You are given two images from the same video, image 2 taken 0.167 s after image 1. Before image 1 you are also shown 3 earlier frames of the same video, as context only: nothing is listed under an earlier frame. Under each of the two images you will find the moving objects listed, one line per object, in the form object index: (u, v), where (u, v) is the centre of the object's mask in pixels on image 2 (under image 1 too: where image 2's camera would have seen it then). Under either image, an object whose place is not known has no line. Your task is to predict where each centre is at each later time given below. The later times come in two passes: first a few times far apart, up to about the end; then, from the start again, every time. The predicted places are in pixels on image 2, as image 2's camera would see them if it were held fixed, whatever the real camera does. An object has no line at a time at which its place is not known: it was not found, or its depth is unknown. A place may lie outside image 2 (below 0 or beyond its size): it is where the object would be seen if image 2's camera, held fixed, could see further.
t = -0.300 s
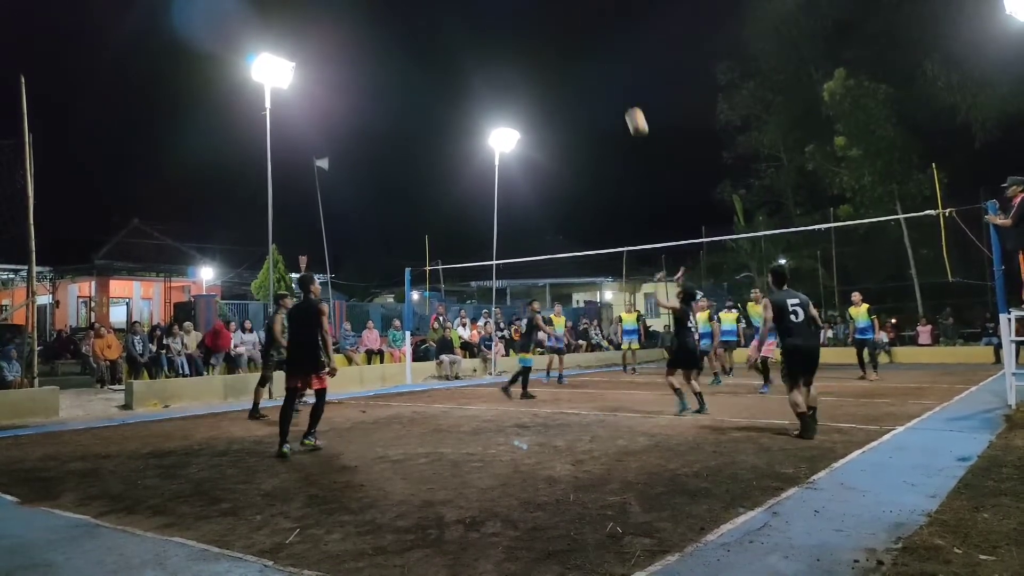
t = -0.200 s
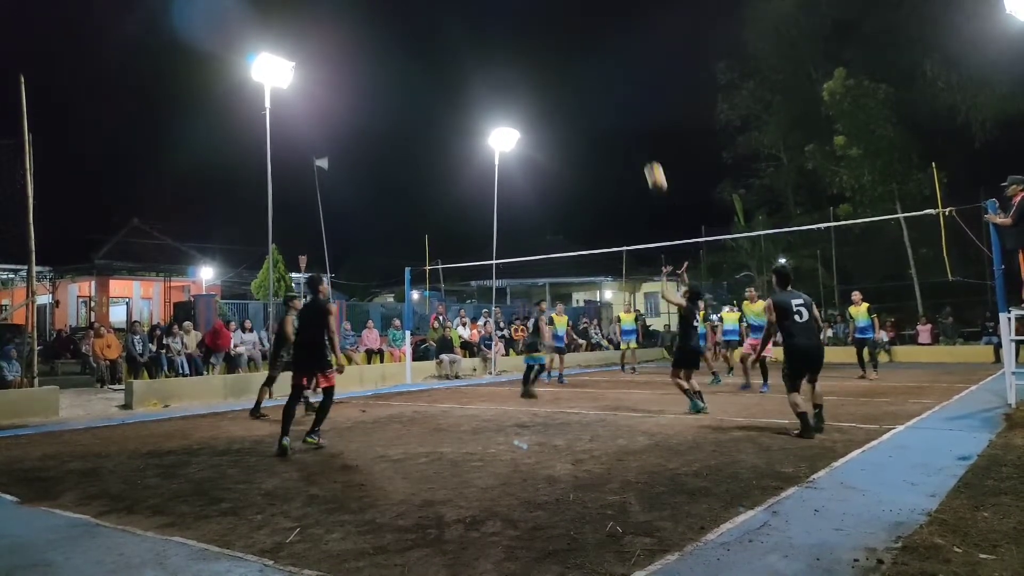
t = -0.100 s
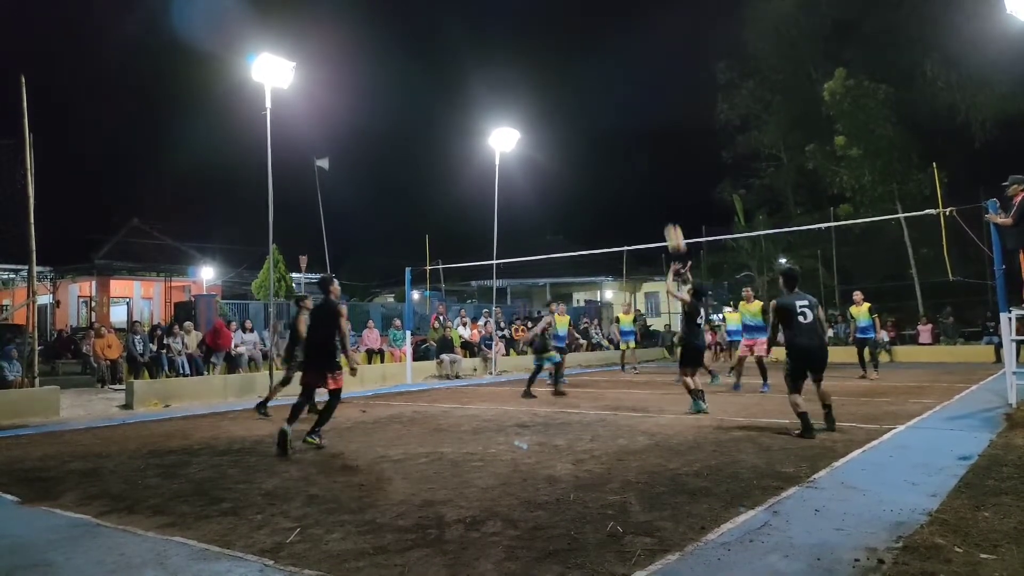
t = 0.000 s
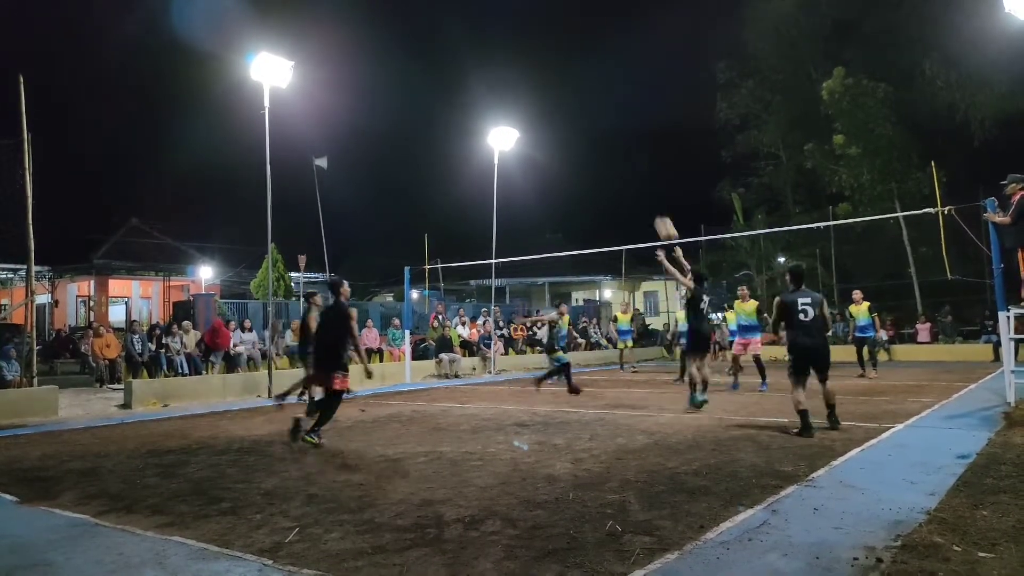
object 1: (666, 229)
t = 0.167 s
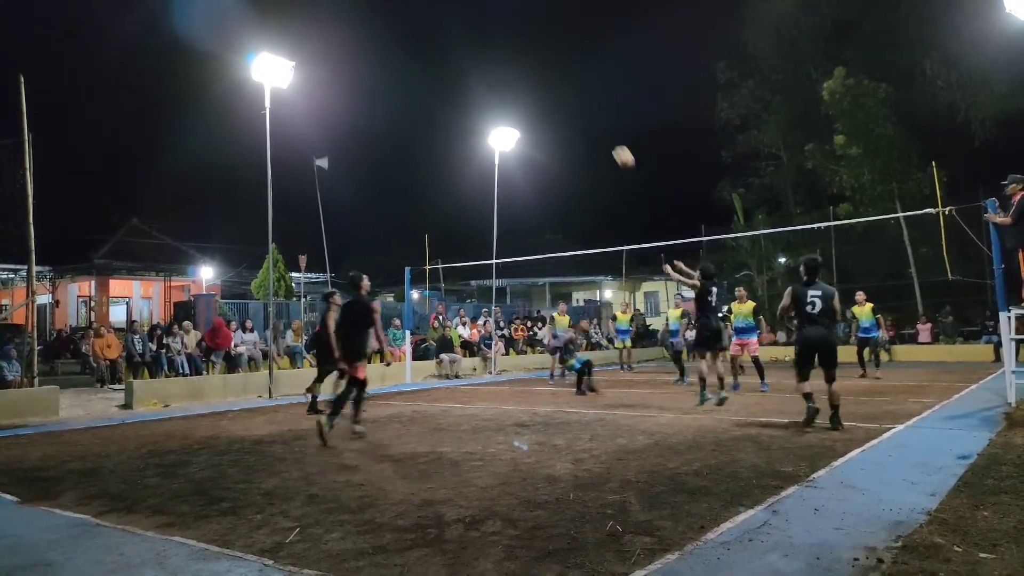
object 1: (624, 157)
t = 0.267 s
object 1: (601, 127)
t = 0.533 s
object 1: (549, 88)
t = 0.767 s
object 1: (513, 94)
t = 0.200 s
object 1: (616, 146)
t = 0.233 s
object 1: (608, 136)
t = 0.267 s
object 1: (601, 127)
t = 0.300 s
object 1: (593, 119)
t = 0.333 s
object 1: (587, 112)
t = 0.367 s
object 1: (580, 106)
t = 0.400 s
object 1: (573, 101)
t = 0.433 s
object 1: (567, 97)
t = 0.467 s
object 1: (561, 93)
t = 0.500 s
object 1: (555, 90)
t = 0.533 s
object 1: (549, 88)
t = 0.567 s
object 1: (544, 87)
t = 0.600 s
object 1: (538, 87)
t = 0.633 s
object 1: (533, 87)
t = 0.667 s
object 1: (527, 88)
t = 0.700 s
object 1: (523, 89)
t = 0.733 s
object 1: (518, 92)
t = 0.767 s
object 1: (513, 94)
